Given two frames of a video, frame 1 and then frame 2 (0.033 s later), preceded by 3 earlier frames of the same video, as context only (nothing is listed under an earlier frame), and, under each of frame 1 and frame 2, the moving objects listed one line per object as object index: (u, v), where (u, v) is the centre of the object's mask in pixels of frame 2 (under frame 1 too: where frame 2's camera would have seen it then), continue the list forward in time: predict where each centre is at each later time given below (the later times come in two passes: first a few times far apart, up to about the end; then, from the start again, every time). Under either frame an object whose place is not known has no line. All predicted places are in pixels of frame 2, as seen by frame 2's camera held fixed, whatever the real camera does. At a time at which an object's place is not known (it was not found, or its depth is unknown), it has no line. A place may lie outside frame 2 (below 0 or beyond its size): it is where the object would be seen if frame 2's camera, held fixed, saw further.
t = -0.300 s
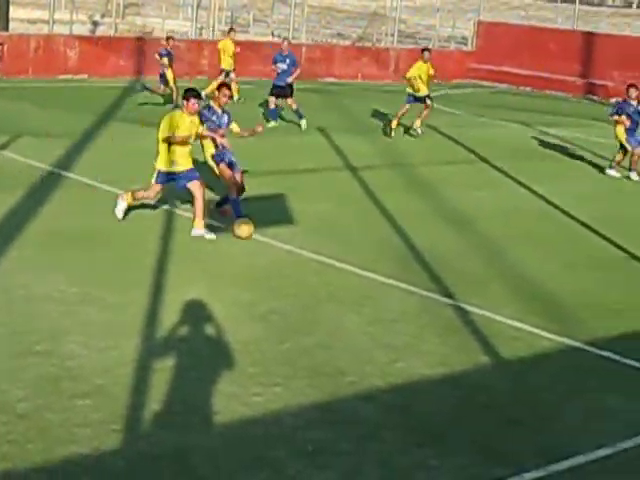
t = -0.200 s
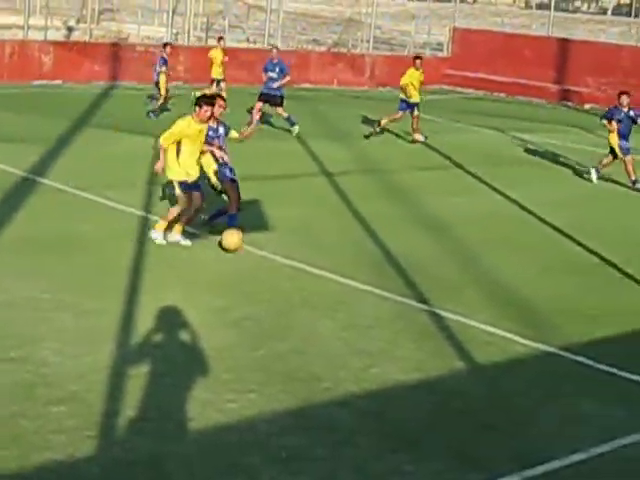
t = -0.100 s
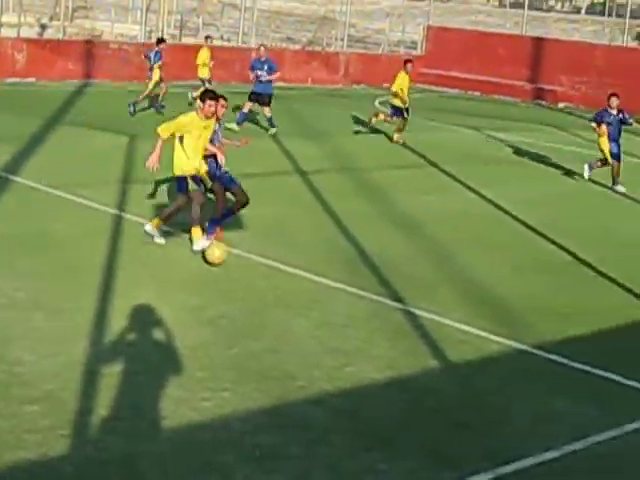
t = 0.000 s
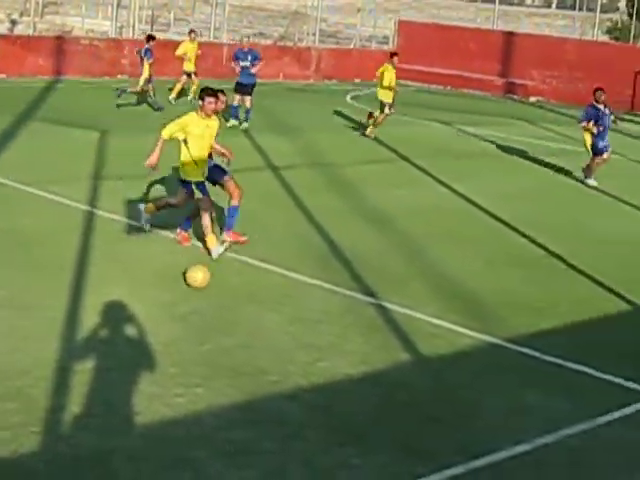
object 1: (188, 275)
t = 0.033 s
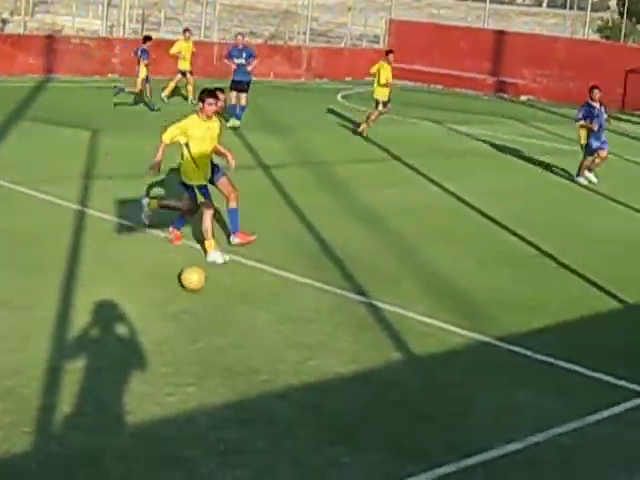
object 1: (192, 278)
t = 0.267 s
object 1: (227, 318)
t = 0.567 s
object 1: (291, 372)
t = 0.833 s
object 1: (367, 434)
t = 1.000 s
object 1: (422, 465)
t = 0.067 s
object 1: (197, 280)
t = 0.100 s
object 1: (202, 283)
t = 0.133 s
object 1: (206, 289)
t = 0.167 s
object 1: (211, 295)
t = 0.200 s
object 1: (216, 302)
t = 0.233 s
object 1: (222, 311)
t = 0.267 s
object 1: (227, 318)
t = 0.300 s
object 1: (233, 319)
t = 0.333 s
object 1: (240, 322)
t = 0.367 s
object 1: (247, 325)
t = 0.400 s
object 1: (254, 331)
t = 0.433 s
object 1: (261, 338)
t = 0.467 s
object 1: (268, 347)
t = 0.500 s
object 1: (276, 357)
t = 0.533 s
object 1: (283, 369)
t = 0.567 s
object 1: (291, 372)
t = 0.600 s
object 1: (300, 374)
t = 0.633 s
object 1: (310, 377)
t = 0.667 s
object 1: (319, 381)
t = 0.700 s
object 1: (328, 389)
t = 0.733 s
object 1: (337, 399)
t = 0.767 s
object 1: (346, 410)
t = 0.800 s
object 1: (356, 425)
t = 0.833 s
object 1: (367, 434)
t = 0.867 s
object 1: (377, 437)
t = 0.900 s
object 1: (388, 441)
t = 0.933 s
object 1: (400, 446)
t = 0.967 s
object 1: (411, 454)
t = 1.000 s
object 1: (422, 465)
